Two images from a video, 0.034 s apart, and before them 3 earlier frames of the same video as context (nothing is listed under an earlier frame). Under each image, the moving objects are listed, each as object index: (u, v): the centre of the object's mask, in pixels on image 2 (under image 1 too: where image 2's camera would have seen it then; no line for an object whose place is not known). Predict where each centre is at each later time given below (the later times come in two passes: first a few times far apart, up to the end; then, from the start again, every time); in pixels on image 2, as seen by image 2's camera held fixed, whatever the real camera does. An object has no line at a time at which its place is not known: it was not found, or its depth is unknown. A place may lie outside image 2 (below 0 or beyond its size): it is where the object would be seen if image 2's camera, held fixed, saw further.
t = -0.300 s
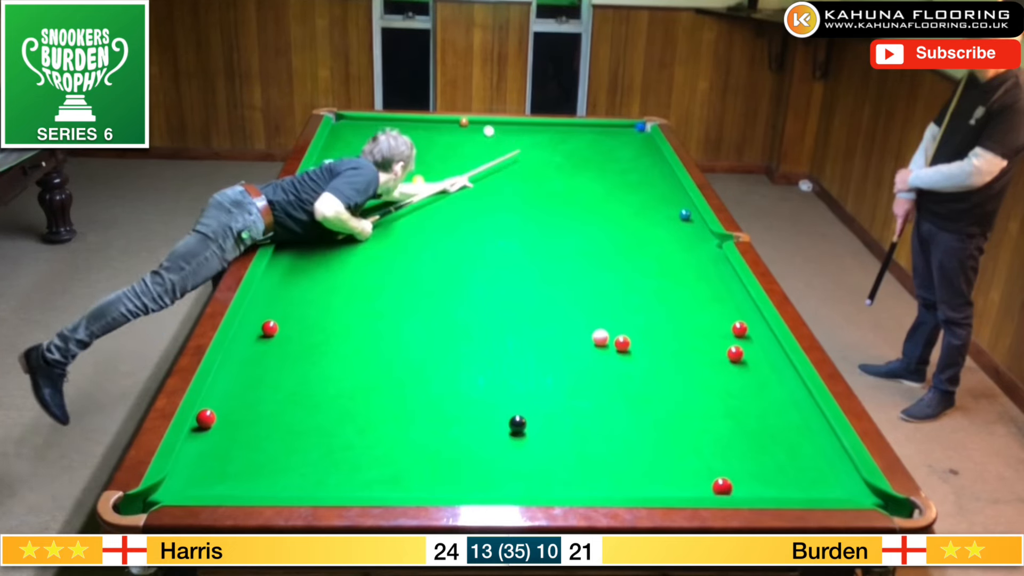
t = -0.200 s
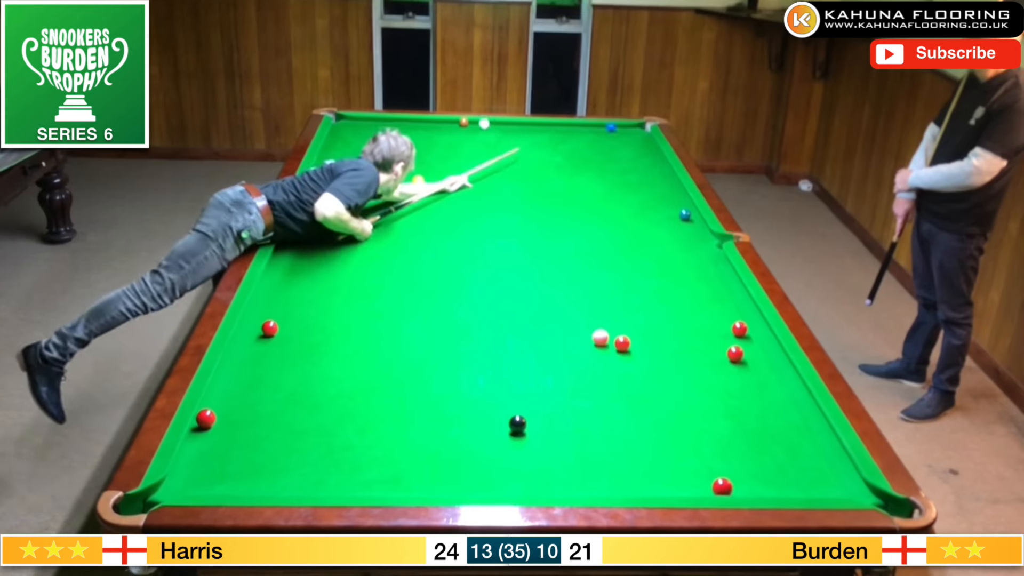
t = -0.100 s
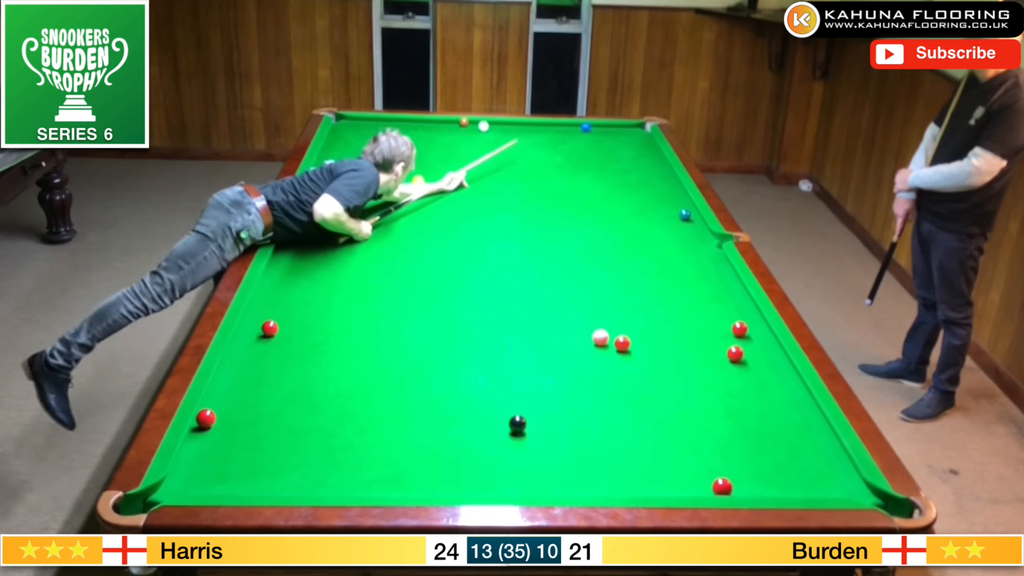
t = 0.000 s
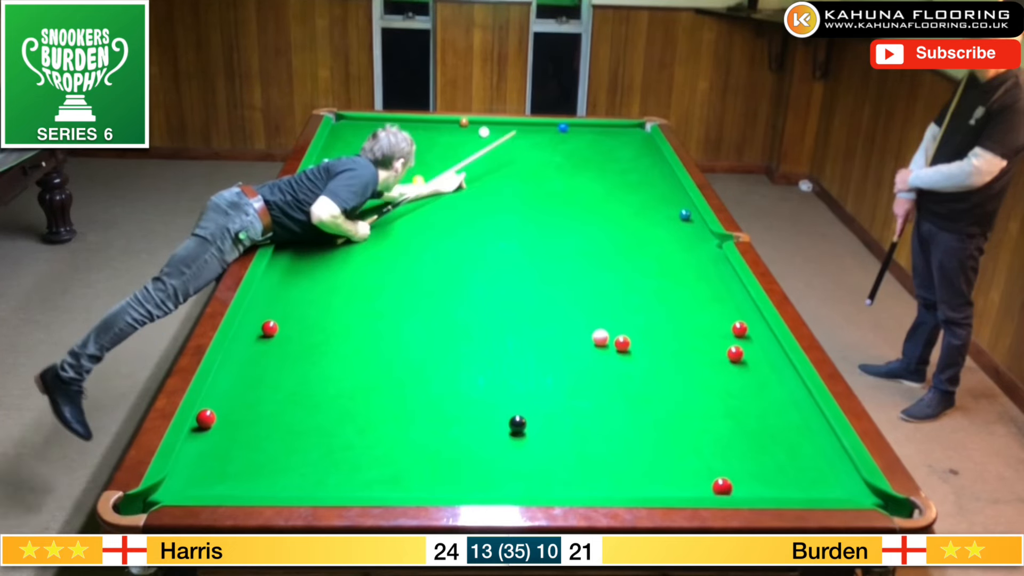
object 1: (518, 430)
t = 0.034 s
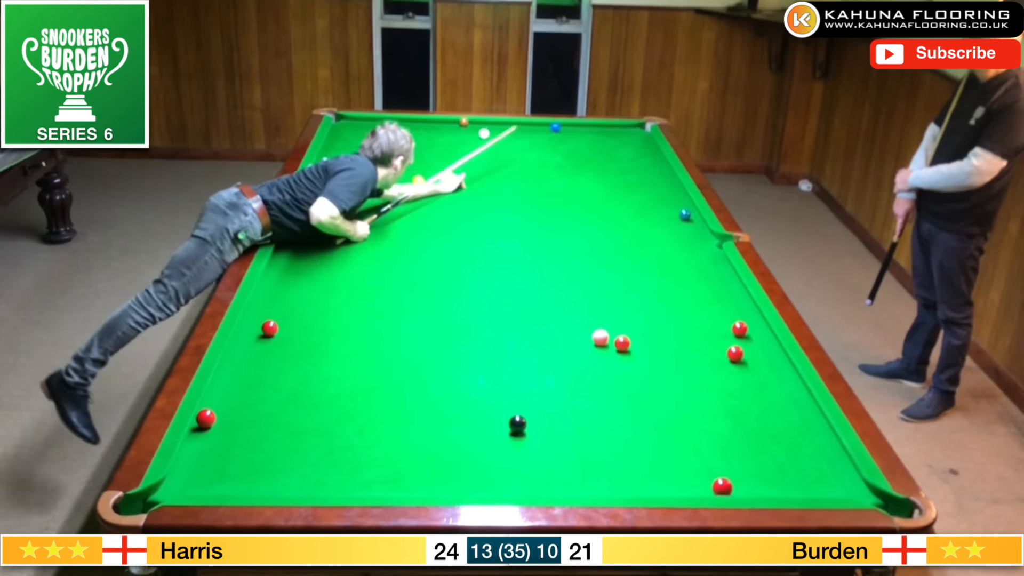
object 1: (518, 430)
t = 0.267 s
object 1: (518, 430)
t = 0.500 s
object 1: (518, 430)
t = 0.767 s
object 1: (518, 430)
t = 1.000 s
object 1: (518, 430)
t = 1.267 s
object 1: (518, 430)
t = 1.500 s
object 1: (518, 430)
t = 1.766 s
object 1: (518, 430)
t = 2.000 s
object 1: (518, 430)
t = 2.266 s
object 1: (517, 430)
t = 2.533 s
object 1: (518, 430)
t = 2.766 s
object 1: (518, 430)
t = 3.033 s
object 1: (518, 430)
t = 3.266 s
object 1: (518, 430)
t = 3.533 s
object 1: (518, 430)
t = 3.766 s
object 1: (518, 430)
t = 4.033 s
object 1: (514, 439)
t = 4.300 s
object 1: (509, 453)
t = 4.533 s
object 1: (506, 466)
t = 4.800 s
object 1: (503, 478)
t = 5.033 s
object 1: (501, 484)
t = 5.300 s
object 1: (499, 487)
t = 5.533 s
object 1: (497, 484)
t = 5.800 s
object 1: (496, 483)
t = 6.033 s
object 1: (496, 483)
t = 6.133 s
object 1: (496, 483)
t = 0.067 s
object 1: (518, 430)
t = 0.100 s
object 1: (518, 430)
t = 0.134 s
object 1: (518, 430)
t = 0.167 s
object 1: (518, 430)
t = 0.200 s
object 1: (518, 430)
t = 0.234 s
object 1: (518, 430)
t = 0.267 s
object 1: (518, 430)
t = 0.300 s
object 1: (518, 430)
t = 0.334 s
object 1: (518, 430)
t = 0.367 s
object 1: (518, 429)
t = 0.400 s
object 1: (518, 430)
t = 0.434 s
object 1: (518, 430)
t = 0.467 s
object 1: (518, 430)
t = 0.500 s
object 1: (518, 430)
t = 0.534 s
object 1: (518, 430)
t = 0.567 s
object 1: (518, 430)
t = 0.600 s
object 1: (518, 430)
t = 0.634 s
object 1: (518, 430)
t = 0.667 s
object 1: (518, 430)
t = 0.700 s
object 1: (518, 430)
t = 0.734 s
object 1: (518, 430)
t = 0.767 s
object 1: (518, 430)
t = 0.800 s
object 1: (518, 429)
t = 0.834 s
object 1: (518, 430)
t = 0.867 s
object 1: (518, 430)
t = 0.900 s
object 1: (518, 430)
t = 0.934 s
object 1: (518, 430)
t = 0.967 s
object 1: (518, 430)
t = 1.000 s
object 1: (518, 430)
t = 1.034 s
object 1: (518, 430)
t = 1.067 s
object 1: (518, 430)
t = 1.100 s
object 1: (518, 430)
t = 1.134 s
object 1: (518, 430)
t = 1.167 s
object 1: (518, 430)
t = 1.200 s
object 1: (518, 430)
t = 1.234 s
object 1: (518, 430)
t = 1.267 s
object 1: (518, 430)
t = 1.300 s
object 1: (518, 430)
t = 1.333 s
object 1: (518, 430)
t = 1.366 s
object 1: (518, 430)
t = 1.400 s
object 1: (518, 430)
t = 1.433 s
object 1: (517, 430)
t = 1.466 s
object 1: (518, 430)
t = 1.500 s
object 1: (518, 430)
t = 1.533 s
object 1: (518, 430)
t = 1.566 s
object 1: (518, 430)
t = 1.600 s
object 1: (518, 430)
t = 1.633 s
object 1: (518, 430)
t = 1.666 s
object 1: (518, 430)
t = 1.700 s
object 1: (518, 430)
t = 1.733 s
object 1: (518, 430)
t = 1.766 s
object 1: (518, 430)
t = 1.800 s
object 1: (518, 430)
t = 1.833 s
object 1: (517, 430)
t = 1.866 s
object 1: (517, 430)
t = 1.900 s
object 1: (517, 430)
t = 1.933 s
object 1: (518, 430)
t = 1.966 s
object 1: (518, 430)
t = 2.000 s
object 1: (518, 430)
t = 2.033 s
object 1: (518, 430)
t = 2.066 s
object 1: (518, 430)
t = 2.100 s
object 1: (518, 430)
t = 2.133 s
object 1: (518, 430)
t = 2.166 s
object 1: (518, 430)
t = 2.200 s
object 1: (518, 430)
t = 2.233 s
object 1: (517, 430)
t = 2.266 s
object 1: (517, 430)
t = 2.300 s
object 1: (518, 430)
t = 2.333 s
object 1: (518, 430)
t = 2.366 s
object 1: (517, 430)
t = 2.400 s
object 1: (517, 430)
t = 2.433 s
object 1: (517, 430)
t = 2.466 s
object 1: (518, 430)
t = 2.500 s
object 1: (518, 430)
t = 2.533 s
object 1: (518, 430)
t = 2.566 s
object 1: (518, 430)
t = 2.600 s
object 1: (518, 430)
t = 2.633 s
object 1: (518, 430)
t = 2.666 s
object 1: (518, 430)
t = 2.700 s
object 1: (518, 430)
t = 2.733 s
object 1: (518, 430)
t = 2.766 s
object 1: (518, 430)
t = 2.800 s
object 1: (518, 430)
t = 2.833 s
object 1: (518, 430)
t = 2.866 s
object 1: (518, 430)
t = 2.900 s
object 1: (518, 430)
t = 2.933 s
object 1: (518, 430)
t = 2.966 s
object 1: (518, 430)
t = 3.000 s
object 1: (518, 430)
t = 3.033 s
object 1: (518, 430)
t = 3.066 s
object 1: (518, 430)
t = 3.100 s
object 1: (518, 430)
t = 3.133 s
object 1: (518, 430)
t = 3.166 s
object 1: (518, 430)
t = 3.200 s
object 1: (518, 430)
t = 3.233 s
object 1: (518, 430)
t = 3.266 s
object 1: (518, 430)
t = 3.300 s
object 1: (517, 430)
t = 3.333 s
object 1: (518, 430)
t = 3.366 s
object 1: (518, 430)
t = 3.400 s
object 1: (518, 430)
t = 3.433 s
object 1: (518, 430)
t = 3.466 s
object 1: (518, 430)
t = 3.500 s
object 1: (518, 430)
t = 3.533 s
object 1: (518, 430)
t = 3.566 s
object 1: (518, 430)
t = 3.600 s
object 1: (518, 430)
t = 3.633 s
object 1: (518, 430)
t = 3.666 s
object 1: (518, 430)
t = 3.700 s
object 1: (518, 427)
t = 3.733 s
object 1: (518, 427)
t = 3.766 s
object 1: (518, 430)
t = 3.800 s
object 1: (518, 427)
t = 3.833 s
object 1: (517, 428)
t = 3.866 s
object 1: (517, 429)
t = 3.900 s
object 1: (516, 431)
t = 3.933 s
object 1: (515, 433)
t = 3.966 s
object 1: (515, 435)
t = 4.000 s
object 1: (514, 437)
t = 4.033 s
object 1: (514, 439)
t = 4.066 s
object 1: (513, 441)
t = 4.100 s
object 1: (512, 443)
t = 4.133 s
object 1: (512, 444)
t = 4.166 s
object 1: (511, 446)
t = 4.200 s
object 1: (511, 448)
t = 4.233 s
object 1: (510, 450)
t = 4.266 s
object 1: (510, 452)
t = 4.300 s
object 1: (509, 453)
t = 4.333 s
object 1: (509, 457)
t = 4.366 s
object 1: (509, 457)
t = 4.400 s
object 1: (508, 459)
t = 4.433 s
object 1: (508, 461)
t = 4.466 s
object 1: (507, 462)
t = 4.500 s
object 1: (507, 464)
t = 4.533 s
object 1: (506, 466)
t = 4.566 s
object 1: (506, 467)
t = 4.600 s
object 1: (505, 469)
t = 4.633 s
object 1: (505, 470)
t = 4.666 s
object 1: (505, 472)
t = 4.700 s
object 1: (504, 474)
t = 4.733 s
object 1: (504, 475)
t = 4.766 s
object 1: (504, 477)
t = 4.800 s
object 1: (503, 478)
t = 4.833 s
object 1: (503, 480)
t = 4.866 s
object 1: (502, 481)
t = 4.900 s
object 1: (502, 481)
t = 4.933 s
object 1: (502, 482)
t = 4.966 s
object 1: (501, 483)
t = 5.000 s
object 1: (501, 484)
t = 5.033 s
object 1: (501, 484)
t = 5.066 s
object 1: (500, 486)
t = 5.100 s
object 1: (500, 486)
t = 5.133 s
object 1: (500, 487)
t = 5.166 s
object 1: (500, 488)
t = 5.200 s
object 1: (499, 488)
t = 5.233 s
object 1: (499, 488)
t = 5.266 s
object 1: (499, 488)
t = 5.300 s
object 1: (499, 487)
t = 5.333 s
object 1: (498, 487)
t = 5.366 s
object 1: (498, 486)
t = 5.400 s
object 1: (498, 486)
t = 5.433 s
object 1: (498, 485)
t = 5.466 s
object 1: (497, 485)
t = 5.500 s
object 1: (497, 485)
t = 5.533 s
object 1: (497, 484)
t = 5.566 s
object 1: (497, 484)
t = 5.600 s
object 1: (497, 484)
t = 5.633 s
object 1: (496, 484)
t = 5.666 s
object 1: (496, 484)
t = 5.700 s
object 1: (496, 483)
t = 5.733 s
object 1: (496, 483)
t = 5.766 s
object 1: (496, 483)
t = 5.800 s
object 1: (496, 483)
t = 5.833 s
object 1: (496, 483)
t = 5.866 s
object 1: (496, 483)
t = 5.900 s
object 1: (496, 483)
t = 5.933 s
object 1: (496, 483)
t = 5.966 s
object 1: (496, 483)
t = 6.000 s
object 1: (496, 483)
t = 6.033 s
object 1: (496, 483)
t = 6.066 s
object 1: (496, 483)
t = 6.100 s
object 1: (496, 483)
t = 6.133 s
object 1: (496, 483)
